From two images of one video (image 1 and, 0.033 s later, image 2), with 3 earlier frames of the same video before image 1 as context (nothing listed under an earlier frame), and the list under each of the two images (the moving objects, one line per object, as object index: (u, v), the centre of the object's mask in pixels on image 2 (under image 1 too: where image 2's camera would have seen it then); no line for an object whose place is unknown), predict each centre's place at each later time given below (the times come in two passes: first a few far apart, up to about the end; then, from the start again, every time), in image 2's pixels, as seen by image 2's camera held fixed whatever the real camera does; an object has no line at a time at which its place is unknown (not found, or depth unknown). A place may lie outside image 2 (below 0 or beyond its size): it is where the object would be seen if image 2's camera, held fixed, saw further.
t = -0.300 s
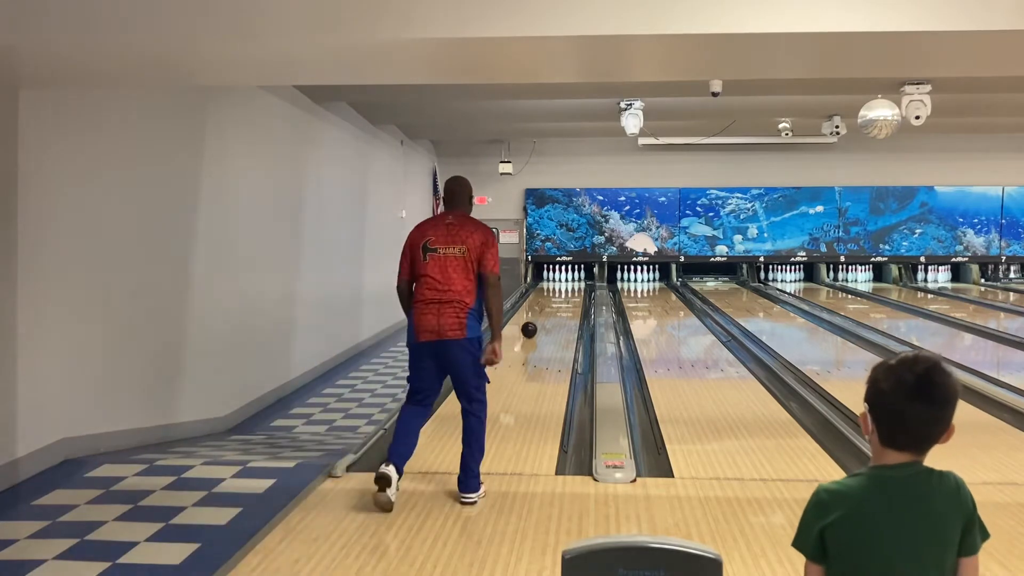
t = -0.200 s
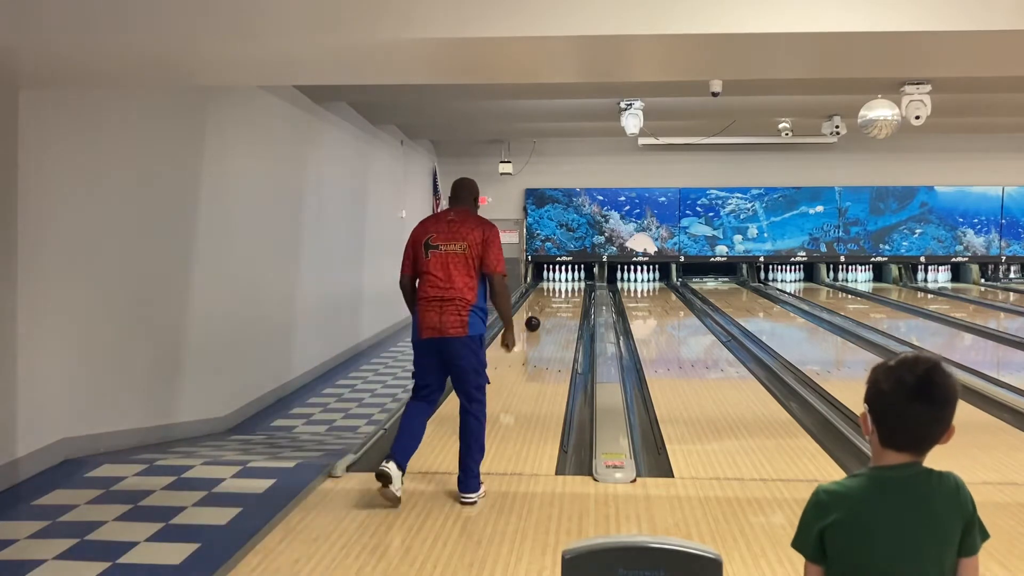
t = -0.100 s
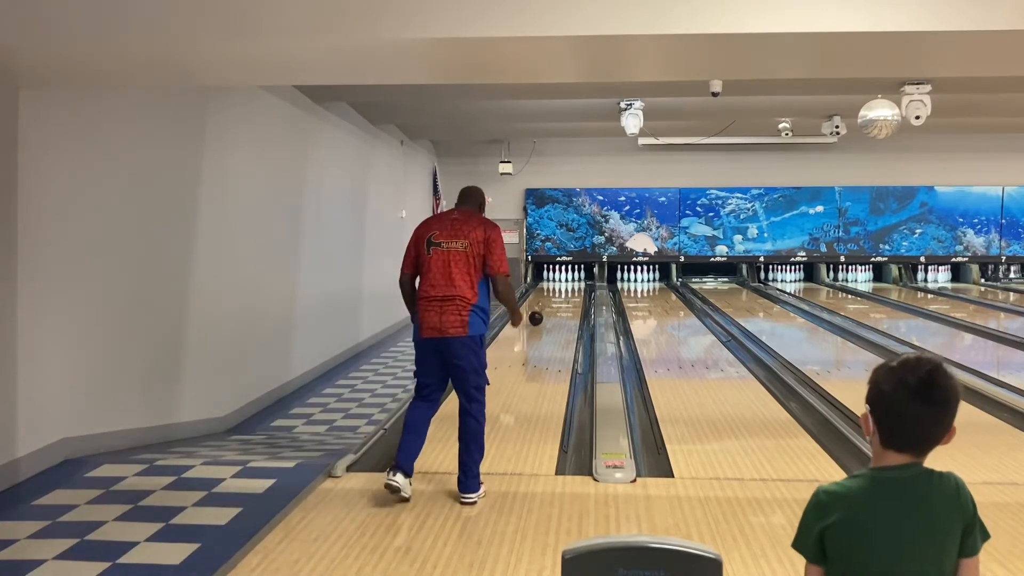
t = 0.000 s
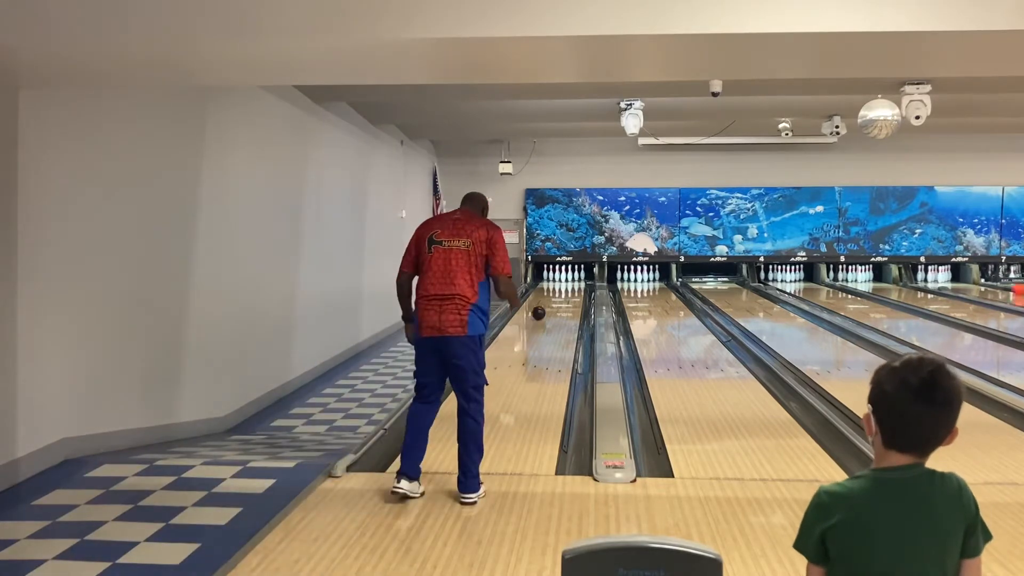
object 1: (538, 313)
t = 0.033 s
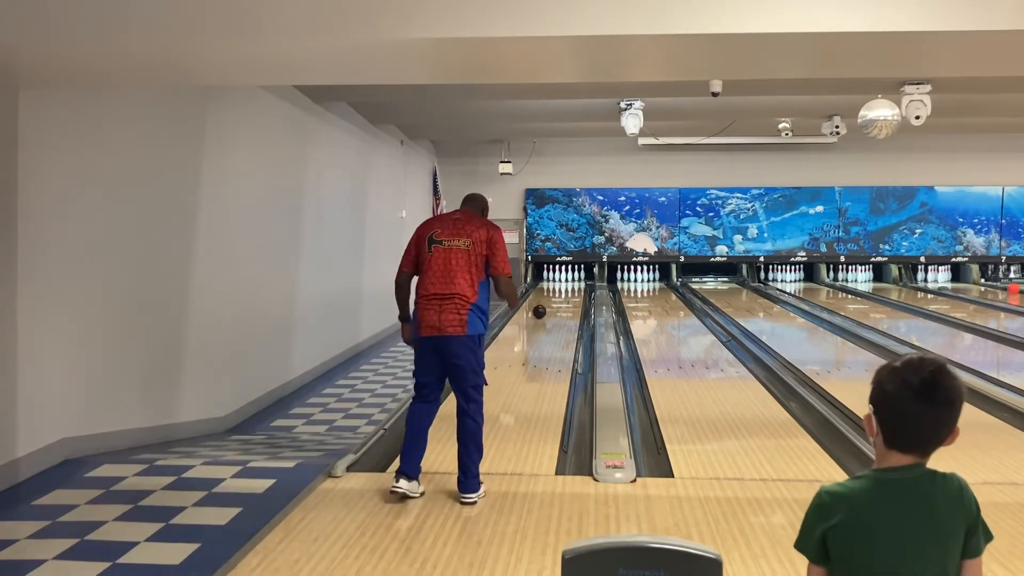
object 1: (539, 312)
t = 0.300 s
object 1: (545, 301)
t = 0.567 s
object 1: (548, 293)
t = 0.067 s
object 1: (540, 310)
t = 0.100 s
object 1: (541, 309)
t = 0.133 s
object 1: (542, 308)
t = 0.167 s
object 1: (542, 306)
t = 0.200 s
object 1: (543, 305)
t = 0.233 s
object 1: (544, 304)
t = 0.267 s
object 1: (544, 302)
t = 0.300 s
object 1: (545, 301)
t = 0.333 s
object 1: (545, 300)
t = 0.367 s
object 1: (546, 299)
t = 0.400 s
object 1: (546, 298)
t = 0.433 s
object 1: (547, 297)
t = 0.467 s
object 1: (547, 295)
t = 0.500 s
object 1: (548, 294)
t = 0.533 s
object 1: (548, 294)
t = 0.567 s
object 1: (548, 293)
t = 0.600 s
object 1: (549, 292)
